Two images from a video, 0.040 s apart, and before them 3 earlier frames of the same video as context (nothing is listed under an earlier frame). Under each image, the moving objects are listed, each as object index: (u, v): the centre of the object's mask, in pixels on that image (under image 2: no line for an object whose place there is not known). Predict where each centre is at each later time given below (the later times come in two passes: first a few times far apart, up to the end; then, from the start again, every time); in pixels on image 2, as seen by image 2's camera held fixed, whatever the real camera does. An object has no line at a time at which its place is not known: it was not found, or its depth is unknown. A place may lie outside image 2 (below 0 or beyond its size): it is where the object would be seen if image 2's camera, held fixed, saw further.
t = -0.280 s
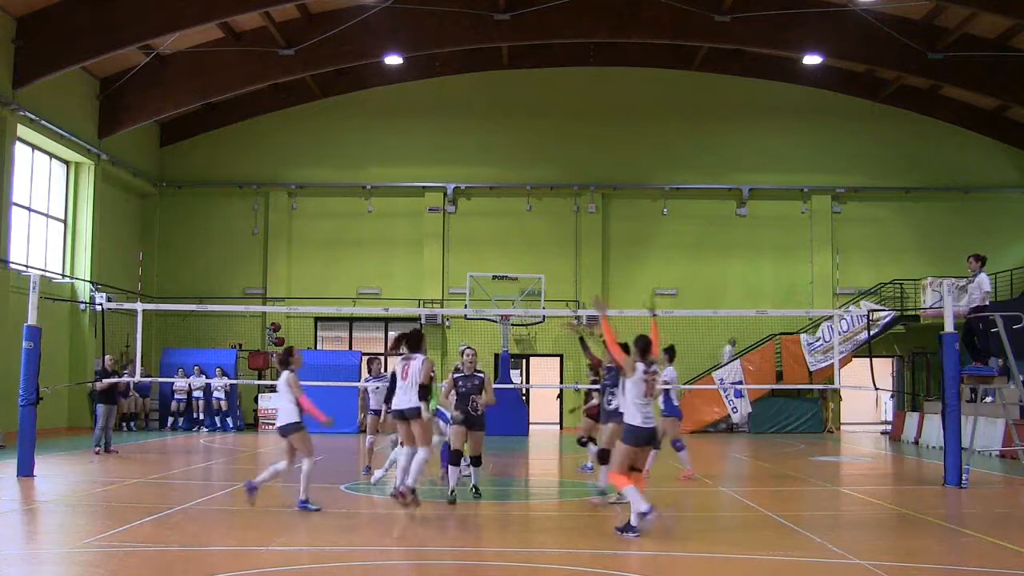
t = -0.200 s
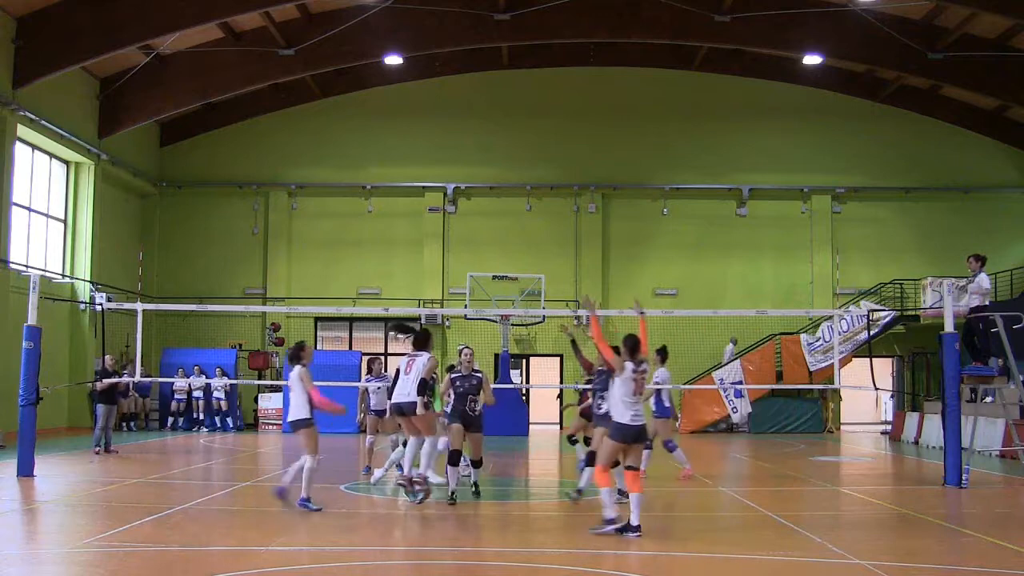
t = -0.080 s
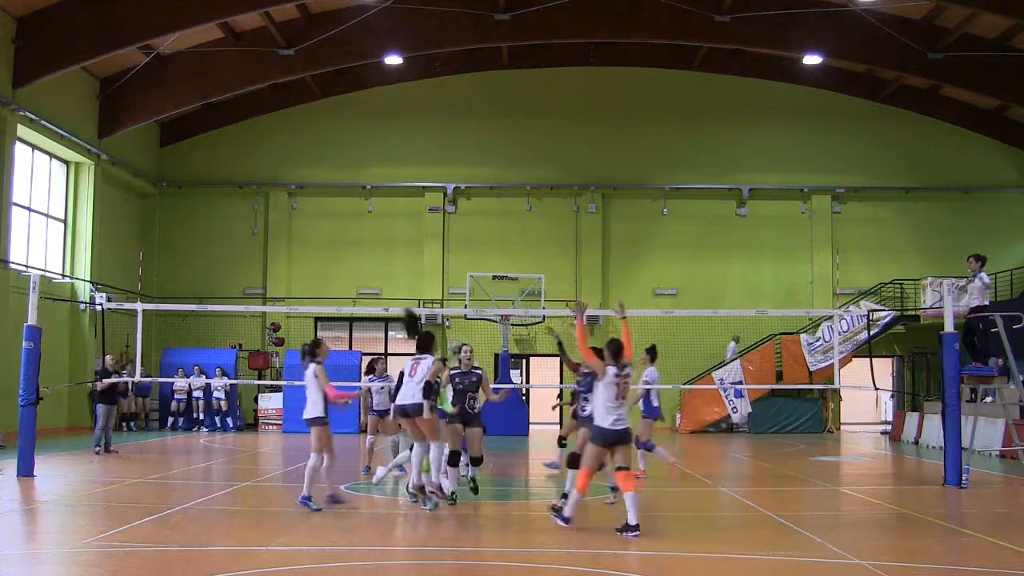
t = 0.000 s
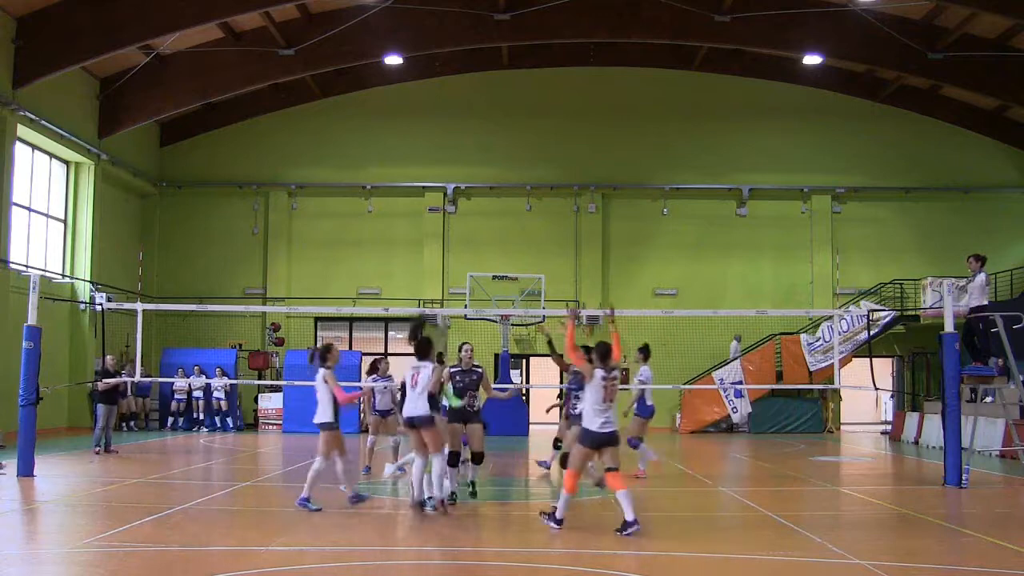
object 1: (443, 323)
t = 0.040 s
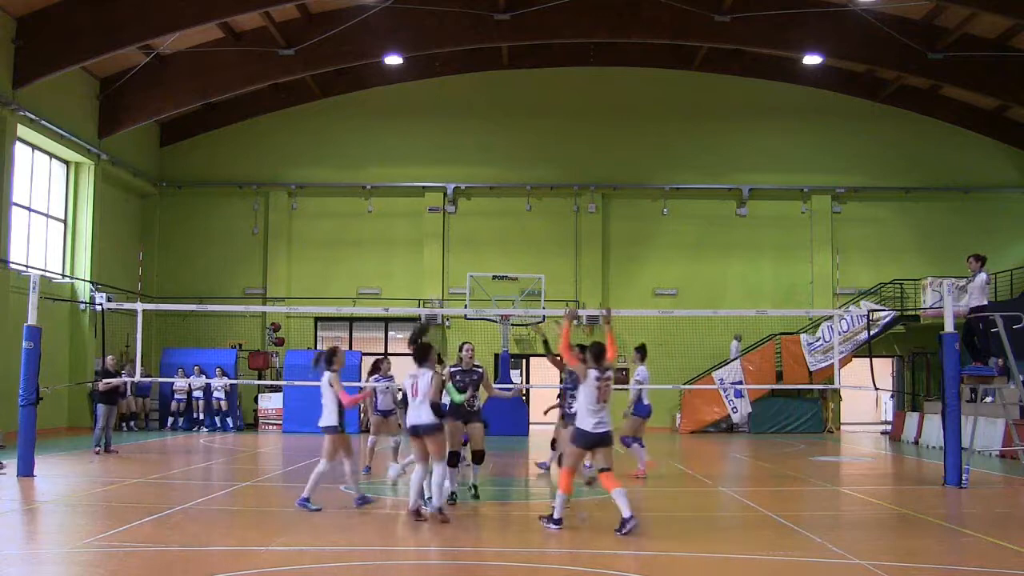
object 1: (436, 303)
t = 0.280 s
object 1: (397, 218)
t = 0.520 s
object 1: (345, 157)
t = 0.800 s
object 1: (271, 134)
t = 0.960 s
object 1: (218, 153)
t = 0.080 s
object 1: (431, 289)
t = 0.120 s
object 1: (425, 274)
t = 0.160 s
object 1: (417, 260)
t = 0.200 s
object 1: (413, 247)
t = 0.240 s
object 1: (402, 232)
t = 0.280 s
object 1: (397, 218)
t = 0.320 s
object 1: (390, 207)
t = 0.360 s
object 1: (378, 193)
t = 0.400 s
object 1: (367, 185)
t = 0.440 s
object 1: (362, 172)
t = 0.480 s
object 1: (353, 165)
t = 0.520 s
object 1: (345, 157)
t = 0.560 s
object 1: (335, 148)
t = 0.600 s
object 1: (326, 144)
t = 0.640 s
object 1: (316, 140)
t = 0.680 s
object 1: (305, 135)
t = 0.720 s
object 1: (294, 135)
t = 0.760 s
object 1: (283, 132)
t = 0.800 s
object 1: (271, 134)
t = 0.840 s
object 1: (258, 136)
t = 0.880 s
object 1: (246, 141)
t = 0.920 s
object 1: (231, 145)
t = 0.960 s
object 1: (218, 153)
